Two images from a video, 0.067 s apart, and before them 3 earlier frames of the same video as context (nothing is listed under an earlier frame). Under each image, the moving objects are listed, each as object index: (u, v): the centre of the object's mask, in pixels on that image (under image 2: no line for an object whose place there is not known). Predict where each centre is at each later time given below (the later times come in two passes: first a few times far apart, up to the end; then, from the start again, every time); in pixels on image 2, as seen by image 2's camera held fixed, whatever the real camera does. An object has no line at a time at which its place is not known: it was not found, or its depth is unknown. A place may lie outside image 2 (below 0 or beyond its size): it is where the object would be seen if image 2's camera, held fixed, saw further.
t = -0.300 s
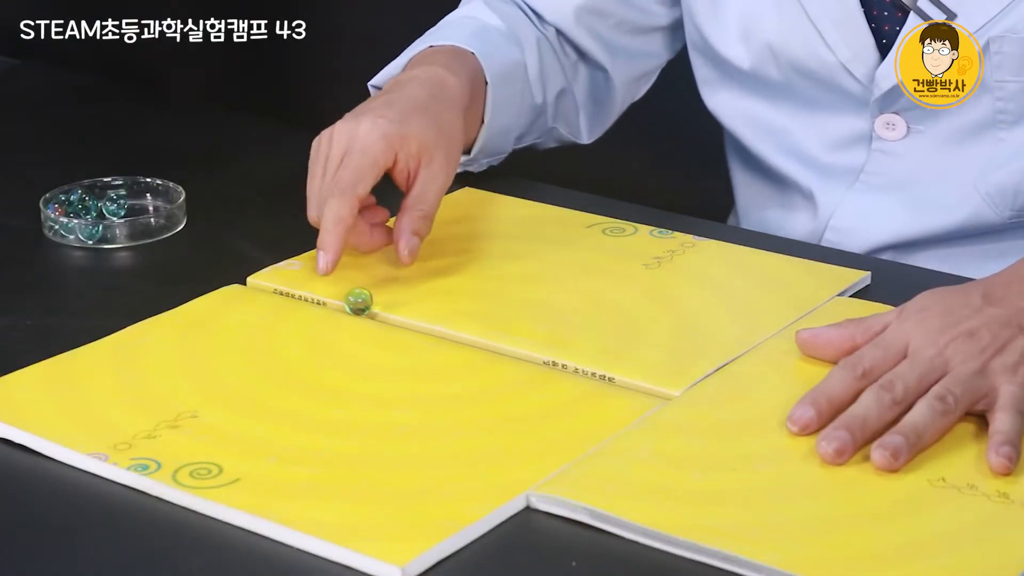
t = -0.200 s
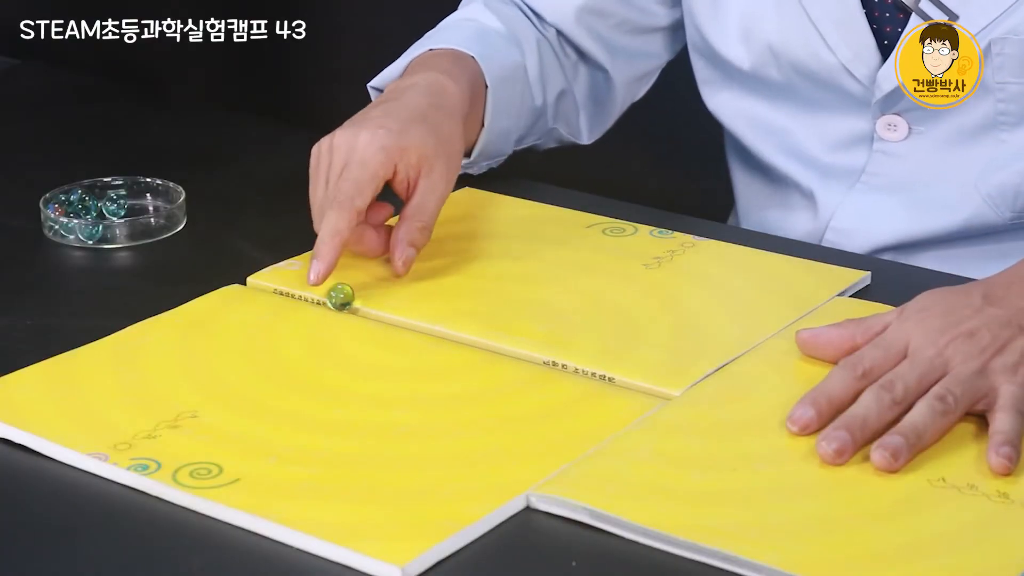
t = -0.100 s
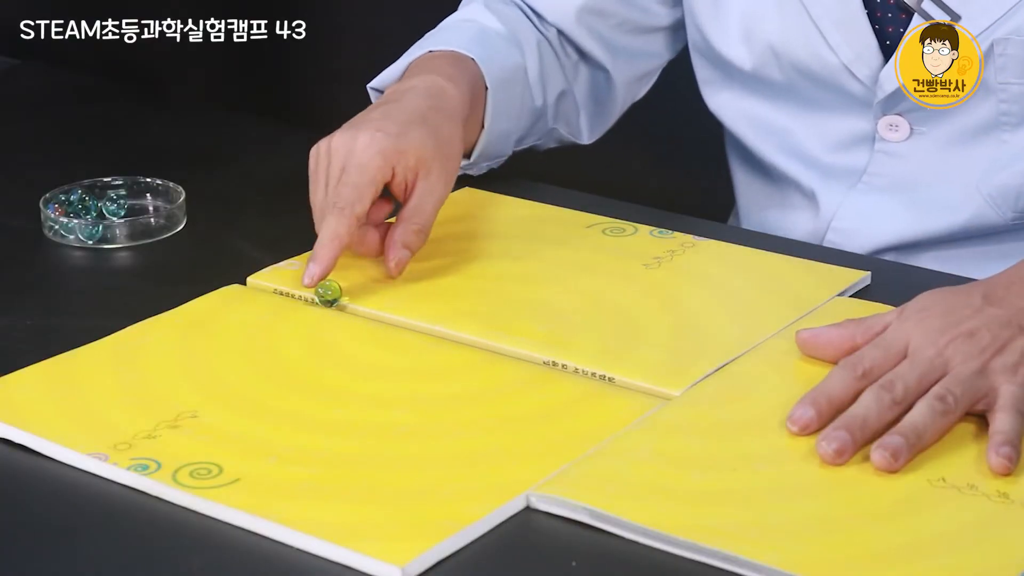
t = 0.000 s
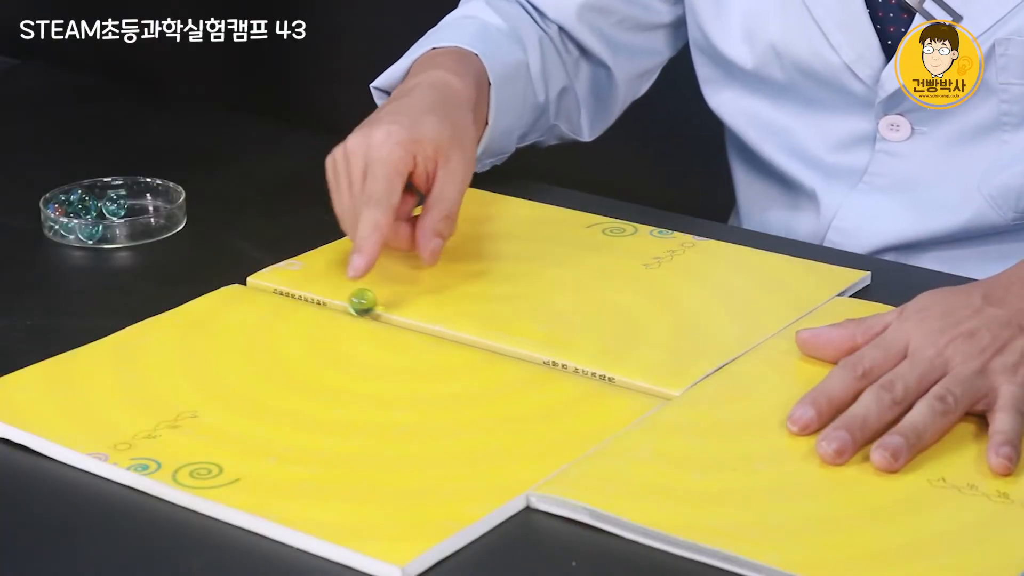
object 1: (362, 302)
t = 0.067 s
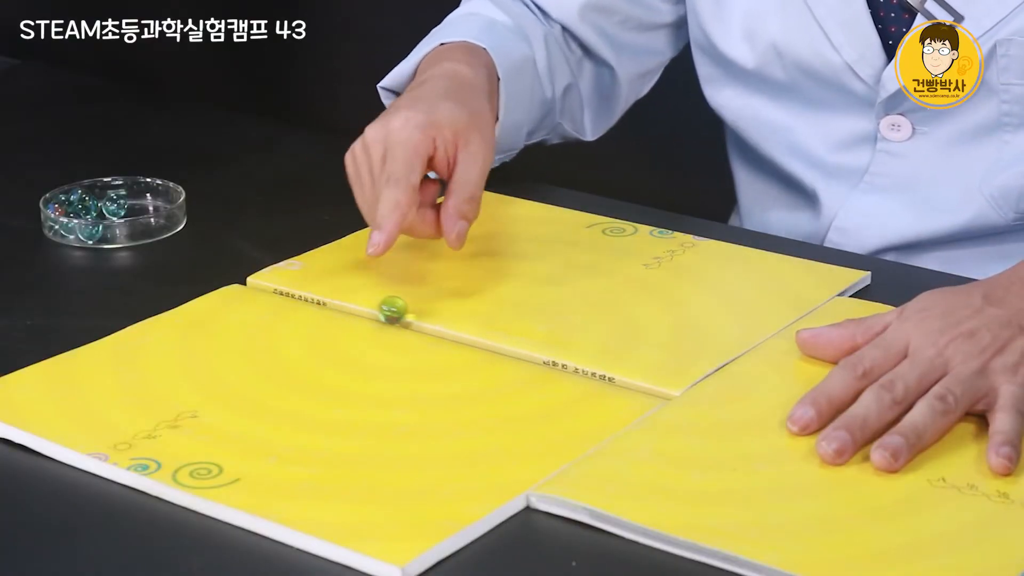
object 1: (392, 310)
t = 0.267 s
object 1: (482, 334)
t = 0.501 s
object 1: (590, 362)
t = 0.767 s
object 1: (666, 383)
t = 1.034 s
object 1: (623, 372)
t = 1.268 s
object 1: (593, 363)
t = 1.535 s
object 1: (564, 356)
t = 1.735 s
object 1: (546, 351)
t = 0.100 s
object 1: (408, 314)
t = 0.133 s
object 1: (422, 318)
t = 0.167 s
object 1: (437, 322)
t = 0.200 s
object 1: (453, 326)
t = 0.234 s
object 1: (467, 330)
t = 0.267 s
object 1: (482, 334)
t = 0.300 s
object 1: (497, 338)
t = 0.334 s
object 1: (513, 342)
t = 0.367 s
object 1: (528, 346)
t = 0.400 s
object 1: (543, 350)
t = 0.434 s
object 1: (558, 354)
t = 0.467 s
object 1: (574, 359)
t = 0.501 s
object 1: (590, 362)
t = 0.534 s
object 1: (606, 367)
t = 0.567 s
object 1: (621, 372)
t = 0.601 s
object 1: (637, 376)
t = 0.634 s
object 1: (654, 380)
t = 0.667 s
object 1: (668, 382)
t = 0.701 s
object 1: (672, 380)
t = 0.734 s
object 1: (671, 381)
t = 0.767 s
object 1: (666, 383)
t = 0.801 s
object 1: (660, 381)
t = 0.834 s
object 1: (654, 380)
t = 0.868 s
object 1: (649, 378)
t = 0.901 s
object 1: (644, 377)
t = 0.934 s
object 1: (639, 376)
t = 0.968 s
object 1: (633, 374)
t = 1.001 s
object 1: (628, 373)
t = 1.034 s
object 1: (623, 372)
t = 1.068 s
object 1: (619, 370)
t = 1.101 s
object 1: (614, 369)
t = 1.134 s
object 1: (610, 368)
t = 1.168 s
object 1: (605, 367)
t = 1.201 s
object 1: (601, 365)
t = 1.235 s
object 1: (597, 364)
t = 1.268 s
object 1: (593, 363)
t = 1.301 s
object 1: (589, 362)
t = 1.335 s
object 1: (585, 361)
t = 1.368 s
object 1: (581, 360)
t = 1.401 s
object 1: (578, 359)
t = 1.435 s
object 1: (574, 358)
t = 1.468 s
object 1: (570, 358)
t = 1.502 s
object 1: (567, 357)
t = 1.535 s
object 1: (564, 356)
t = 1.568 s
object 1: (561, 355)
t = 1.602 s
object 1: (558, 354)
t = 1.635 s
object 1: (555, 354)
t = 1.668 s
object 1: (552, 353)
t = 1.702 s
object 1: (549, 352)
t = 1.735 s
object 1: (546, 351)
